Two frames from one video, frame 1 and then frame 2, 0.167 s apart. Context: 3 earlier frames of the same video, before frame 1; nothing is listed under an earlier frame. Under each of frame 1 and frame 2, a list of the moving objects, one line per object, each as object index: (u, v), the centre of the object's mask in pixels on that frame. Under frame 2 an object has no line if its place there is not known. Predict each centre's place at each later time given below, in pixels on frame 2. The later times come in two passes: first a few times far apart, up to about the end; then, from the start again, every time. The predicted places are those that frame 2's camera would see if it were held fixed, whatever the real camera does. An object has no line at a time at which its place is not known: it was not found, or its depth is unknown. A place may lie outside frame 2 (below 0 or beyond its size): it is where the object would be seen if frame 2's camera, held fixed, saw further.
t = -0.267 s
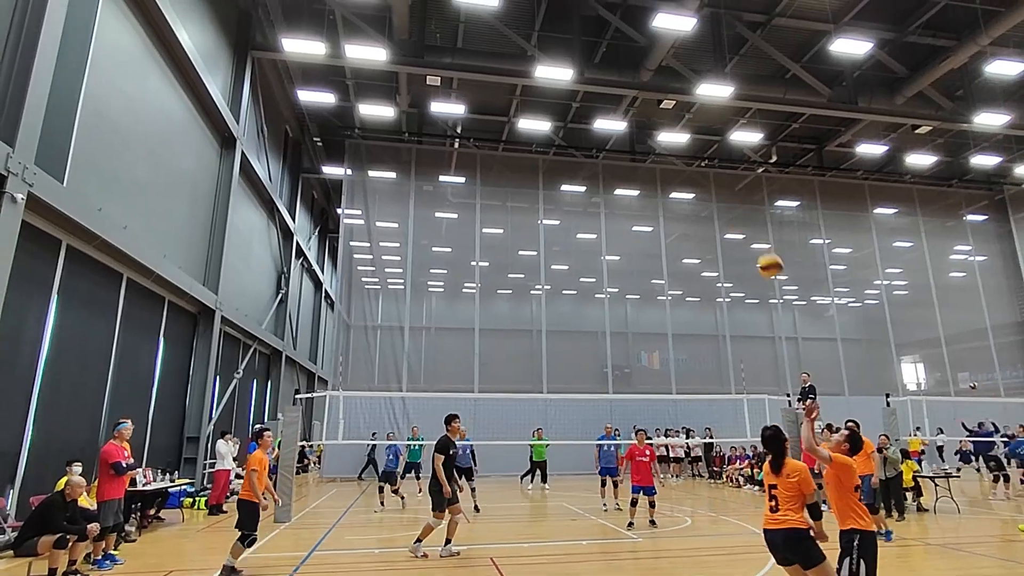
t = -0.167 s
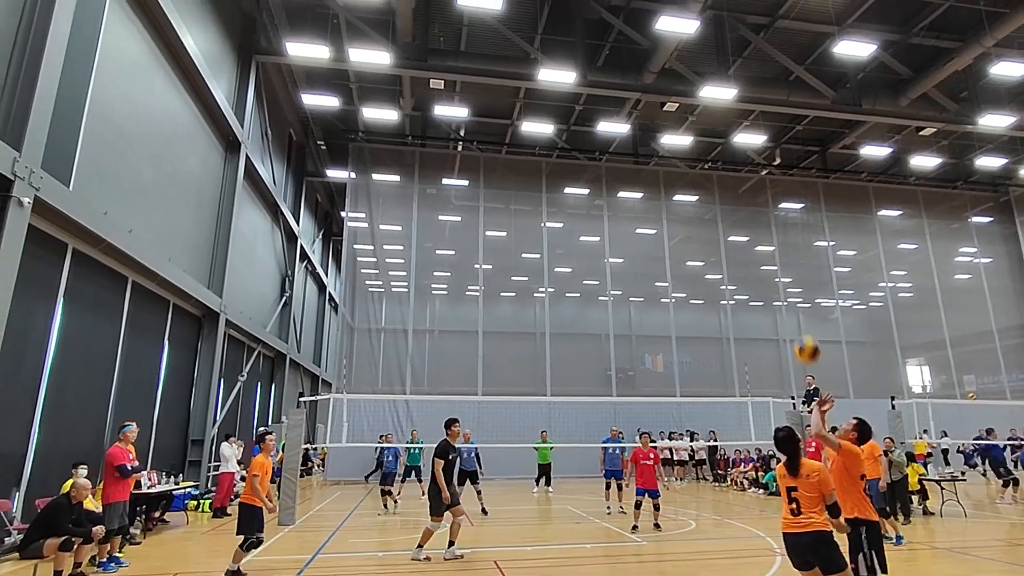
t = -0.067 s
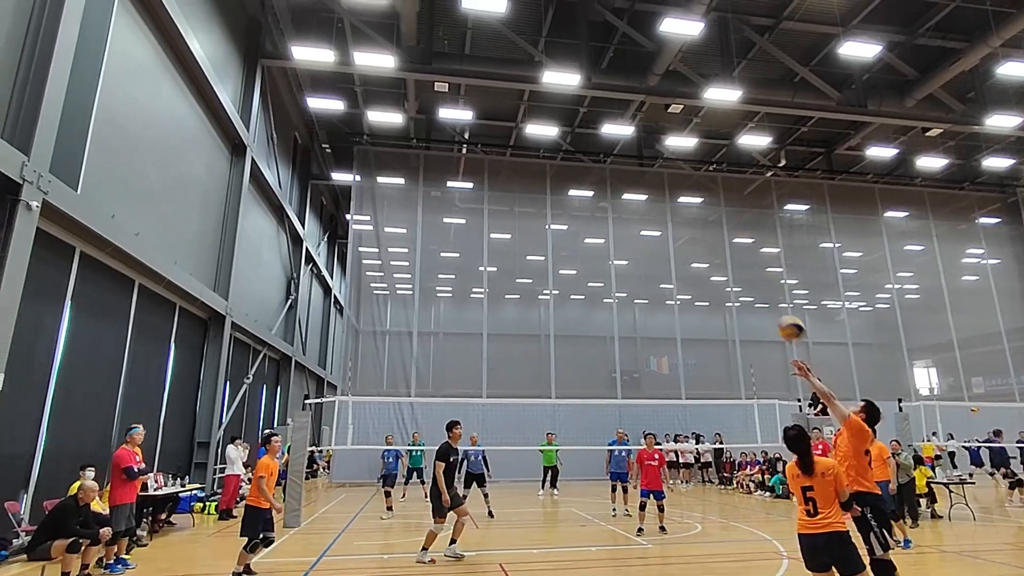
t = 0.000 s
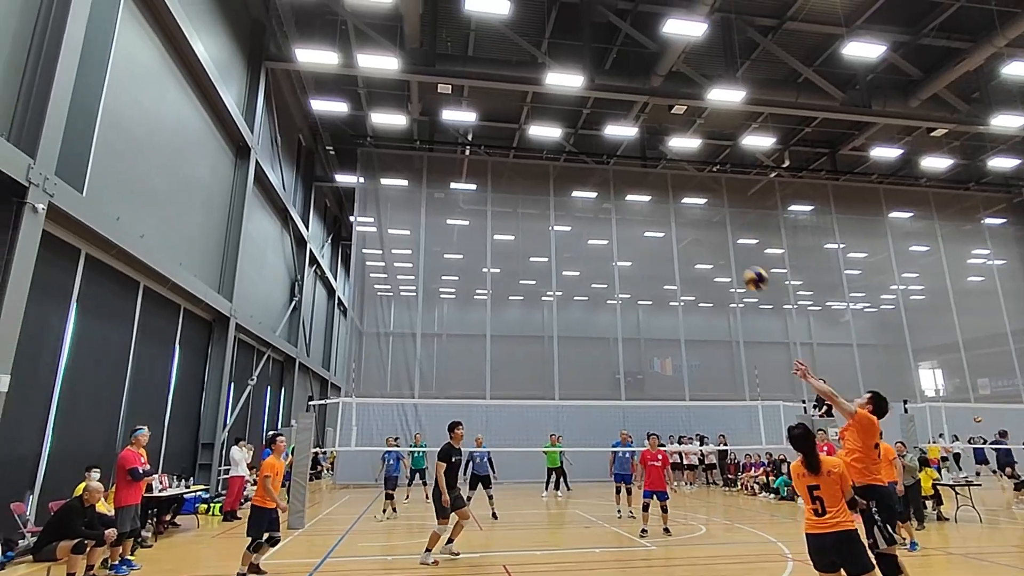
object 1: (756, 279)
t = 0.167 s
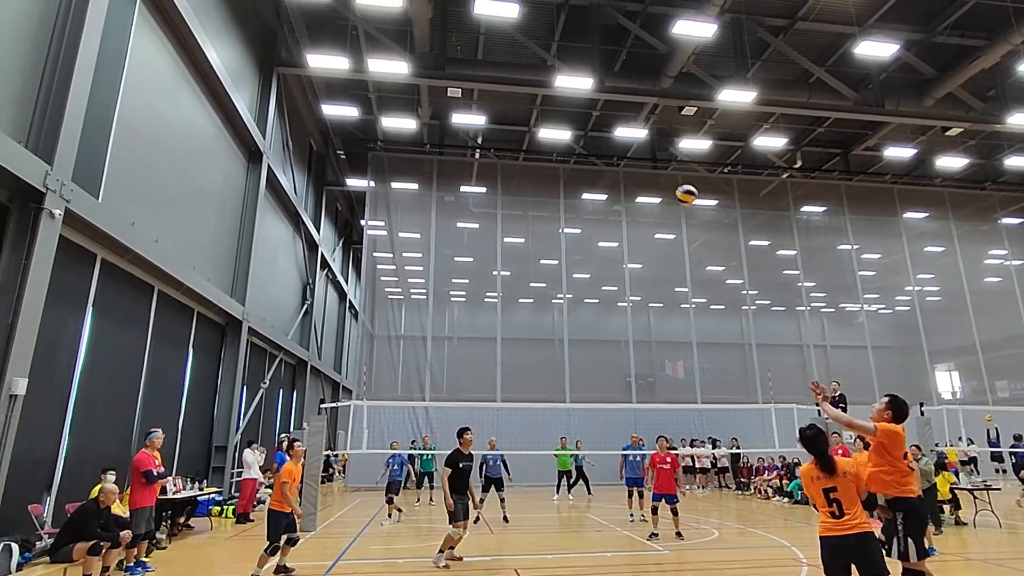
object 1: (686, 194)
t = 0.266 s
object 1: (649, 165)
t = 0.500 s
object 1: (583, 134)
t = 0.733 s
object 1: (533, 144)
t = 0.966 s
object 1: (493, 184)
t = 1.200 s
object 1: (460, 249)
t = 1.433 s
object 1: (428, 338)
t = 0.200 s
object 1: (674, 184)
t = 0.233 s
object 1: (661, 174)
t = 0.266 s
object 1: (649, 165)
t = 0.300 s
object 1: (638, 157)
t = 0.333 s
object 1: (628, 151)
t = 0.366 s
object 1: (618, 146)
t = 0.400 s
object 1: (608, 142)
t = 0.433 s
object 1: (600, 138)
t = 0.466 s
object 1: (591, 136)
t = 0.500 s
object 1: (583, 134)
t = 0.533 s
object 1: (576, 134)
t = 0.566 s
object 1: (568, 133)
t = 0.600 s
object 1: (561, 134)
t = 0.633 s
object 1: (553, 136)
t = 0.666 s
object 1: (545, 137)
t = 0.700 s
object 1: (540, 141)
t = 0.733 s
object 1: (533, 144)
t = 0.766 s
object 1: (527, 148)
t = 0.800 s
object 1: (521, 153)
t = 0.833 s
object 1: (515, 158)
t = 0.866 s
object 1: (510, 164)
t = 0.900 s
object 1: (504, 170)
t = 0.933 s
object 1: (499, 176)
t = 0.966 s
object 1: (493, 184)
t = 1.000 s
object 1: (489, 191)
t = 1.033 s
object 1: (484, 200)
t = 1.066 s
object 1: (478, 208)
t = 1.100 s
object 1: (474, 217)
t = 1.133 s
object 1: (469, 227)
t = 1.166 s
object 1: (464, 238)
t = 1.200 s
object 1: (460, 249)
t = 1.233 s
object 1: (455, 260)
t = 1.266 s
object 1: (450, 272)
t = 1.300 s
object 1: (446, 284)
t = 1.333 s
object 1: (442, 297)
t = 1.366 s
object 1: (437, 309)
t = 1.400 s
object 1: (433, 323)
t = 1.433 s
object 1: (428, 338)
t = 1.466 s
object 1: (424, 351)
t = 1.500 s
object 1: (420, 367)
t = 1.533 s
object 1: (416, 382)
